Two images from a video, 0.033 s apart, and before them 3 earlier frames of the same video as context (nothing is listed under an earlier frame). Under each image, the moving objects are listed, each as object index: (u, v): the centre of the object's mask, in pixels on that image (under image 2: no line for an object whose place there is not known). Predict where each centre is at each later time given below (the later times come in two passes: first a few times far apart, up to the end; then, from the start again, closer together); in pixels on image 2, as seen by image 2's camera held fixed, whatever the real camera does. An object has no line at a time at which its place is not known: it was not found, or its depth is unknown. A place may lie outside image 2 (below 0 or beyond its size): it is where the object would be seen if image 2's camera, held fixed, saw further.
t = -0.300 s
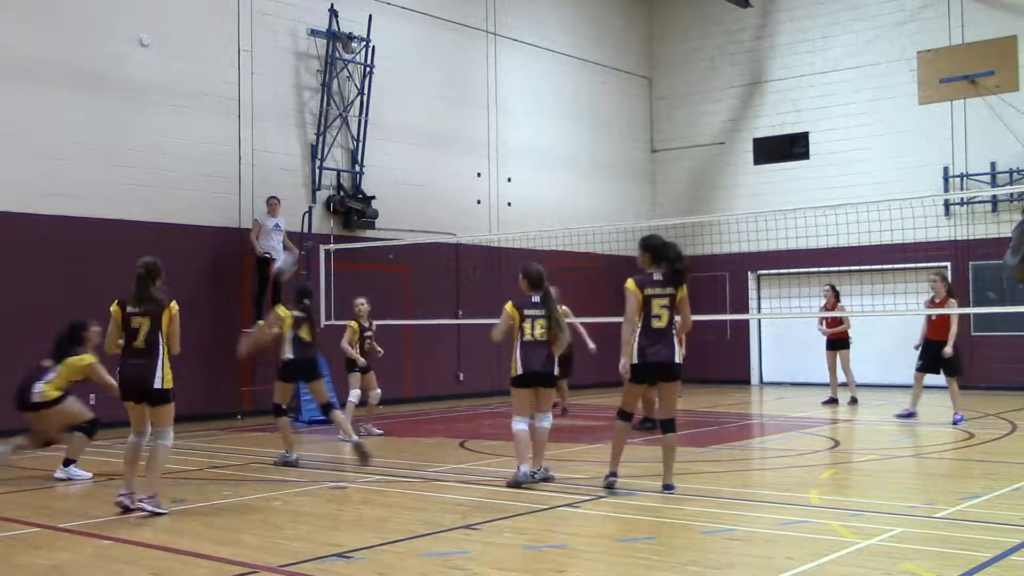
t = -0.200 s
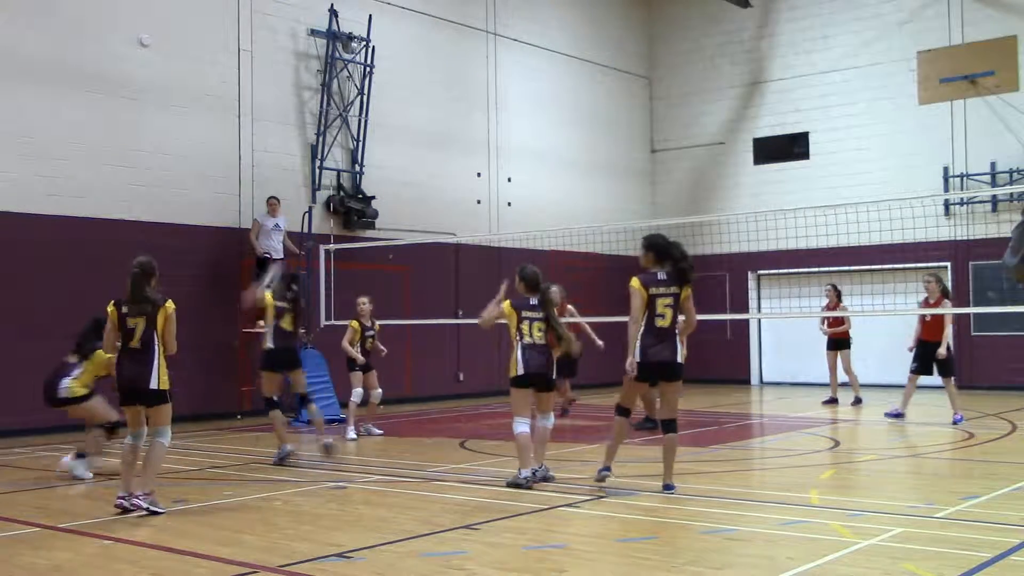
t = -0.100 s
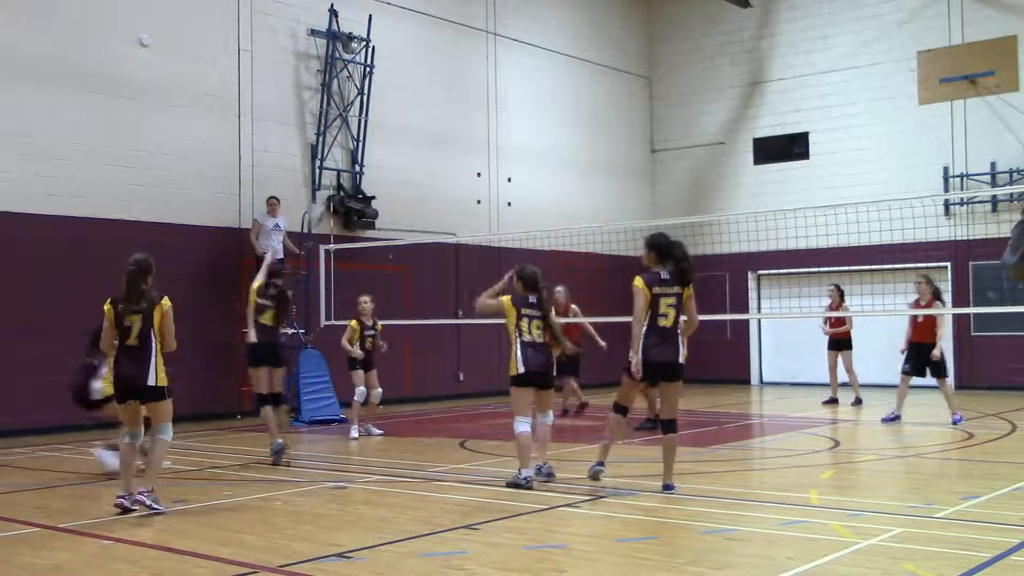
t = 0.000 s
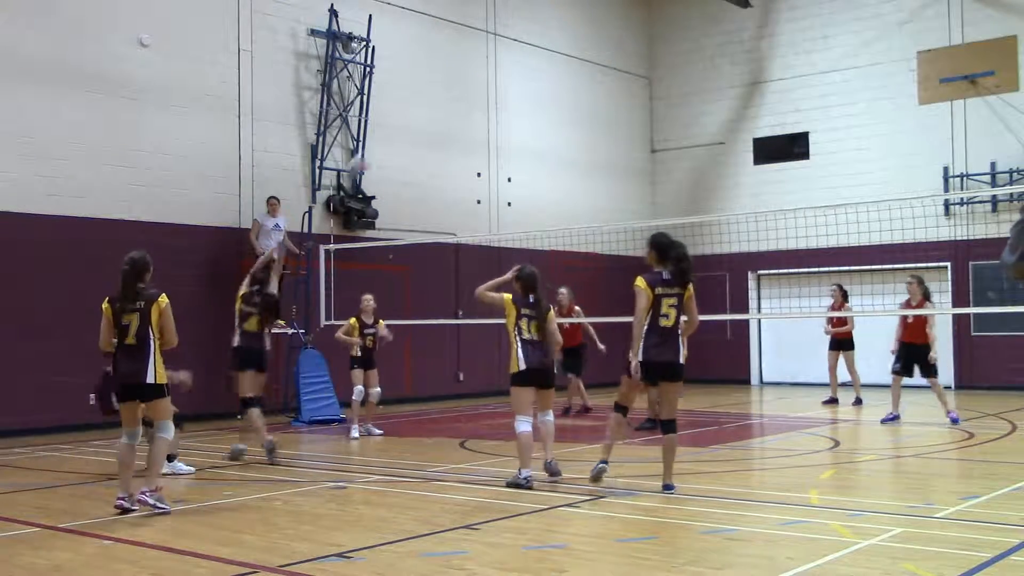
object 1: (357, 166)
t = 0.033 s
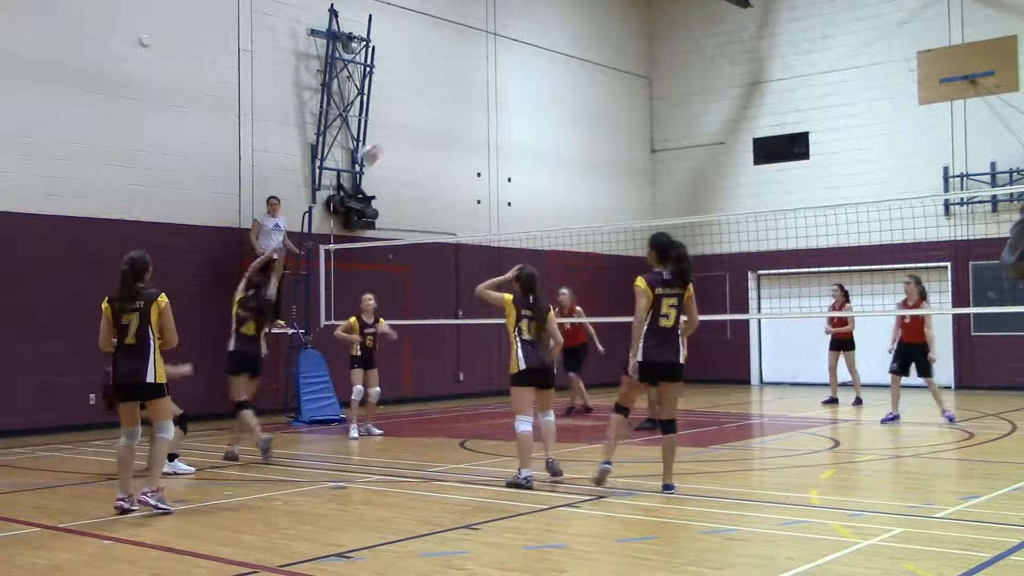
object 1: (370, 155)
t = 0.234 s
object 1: (441, 100)
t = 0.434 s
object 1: (504, 89)
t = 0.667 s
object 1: (568, 120)
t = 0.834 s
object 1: (608, 165)
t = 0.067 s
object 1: (384, 143)
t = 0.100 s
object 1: (395, 132)
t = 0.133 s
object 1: (406, 124)
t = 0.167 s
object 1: (418, 115)
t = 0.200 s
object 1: (432, 105)
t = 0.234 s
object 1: (441, 100)
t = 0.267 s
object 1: (453, 96)
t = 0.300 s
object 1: (464, 92)
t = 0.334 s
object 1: (474, 91)
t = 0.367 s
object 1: (484, 88)
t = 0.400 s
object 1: (495, 90)
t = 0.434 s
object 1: (504, 89)
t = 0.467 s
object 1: (514, 91)
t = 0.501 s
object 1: (524, 93)
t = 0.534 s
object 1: (534, 96)
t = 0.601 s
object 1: (552, 108)
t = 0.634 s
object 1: (561, 113)
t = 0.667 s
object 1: (568, 120)
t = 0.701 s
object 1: (578, 128)
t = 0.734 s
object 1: (587, 133)
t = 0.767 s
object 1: (594, 144)
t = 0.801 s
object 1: (602, 154)
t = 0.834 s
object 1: (608, 165)
